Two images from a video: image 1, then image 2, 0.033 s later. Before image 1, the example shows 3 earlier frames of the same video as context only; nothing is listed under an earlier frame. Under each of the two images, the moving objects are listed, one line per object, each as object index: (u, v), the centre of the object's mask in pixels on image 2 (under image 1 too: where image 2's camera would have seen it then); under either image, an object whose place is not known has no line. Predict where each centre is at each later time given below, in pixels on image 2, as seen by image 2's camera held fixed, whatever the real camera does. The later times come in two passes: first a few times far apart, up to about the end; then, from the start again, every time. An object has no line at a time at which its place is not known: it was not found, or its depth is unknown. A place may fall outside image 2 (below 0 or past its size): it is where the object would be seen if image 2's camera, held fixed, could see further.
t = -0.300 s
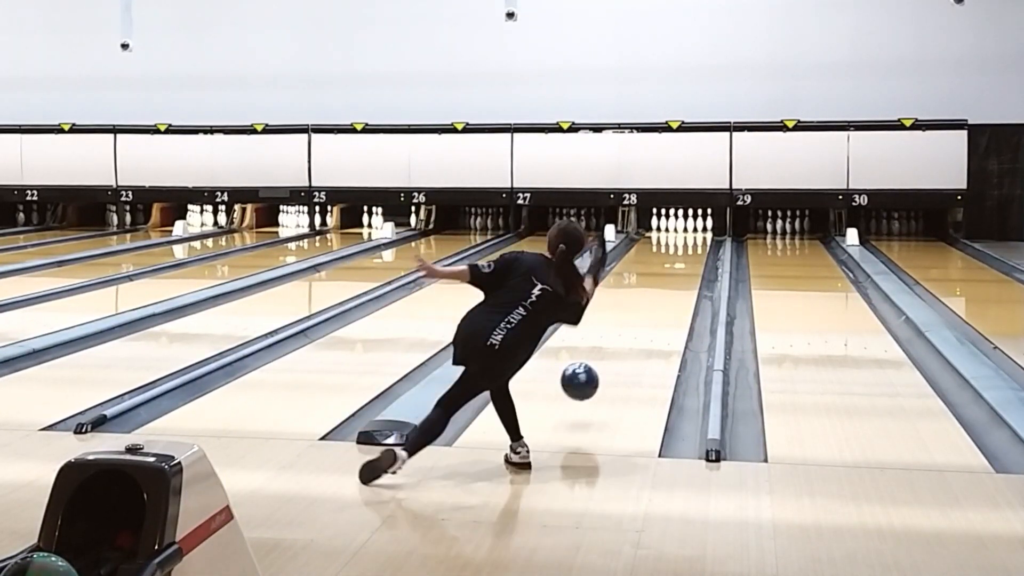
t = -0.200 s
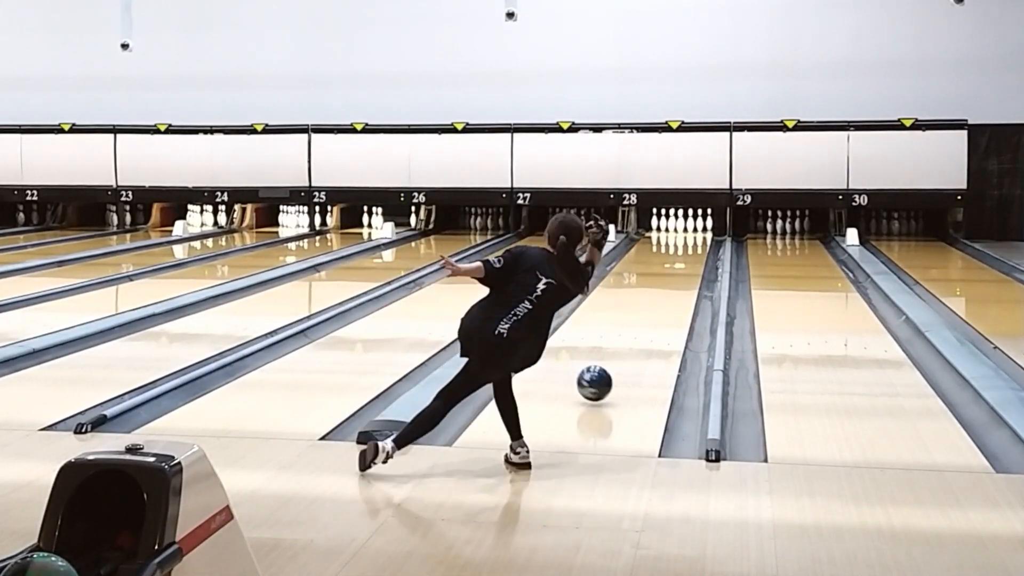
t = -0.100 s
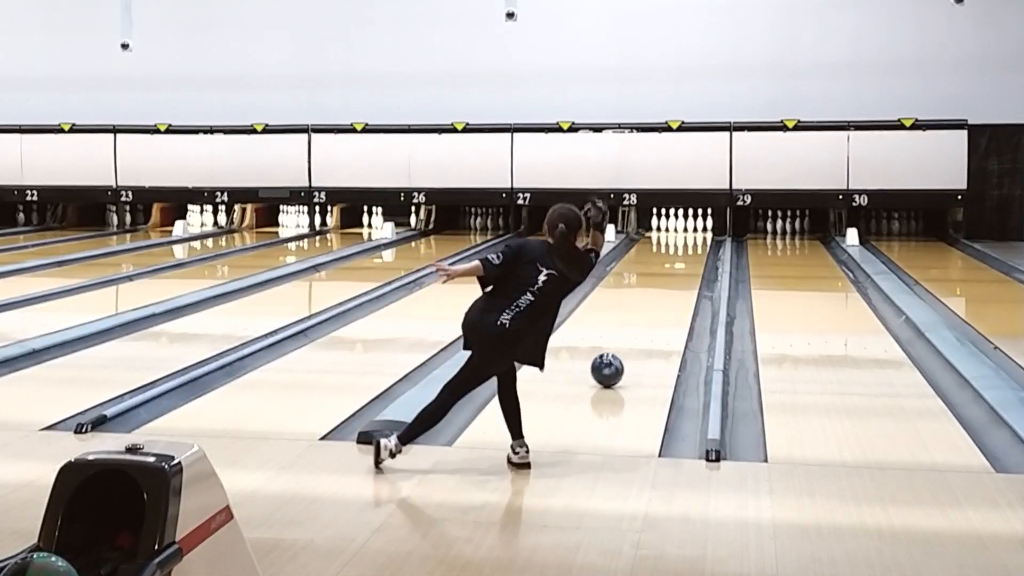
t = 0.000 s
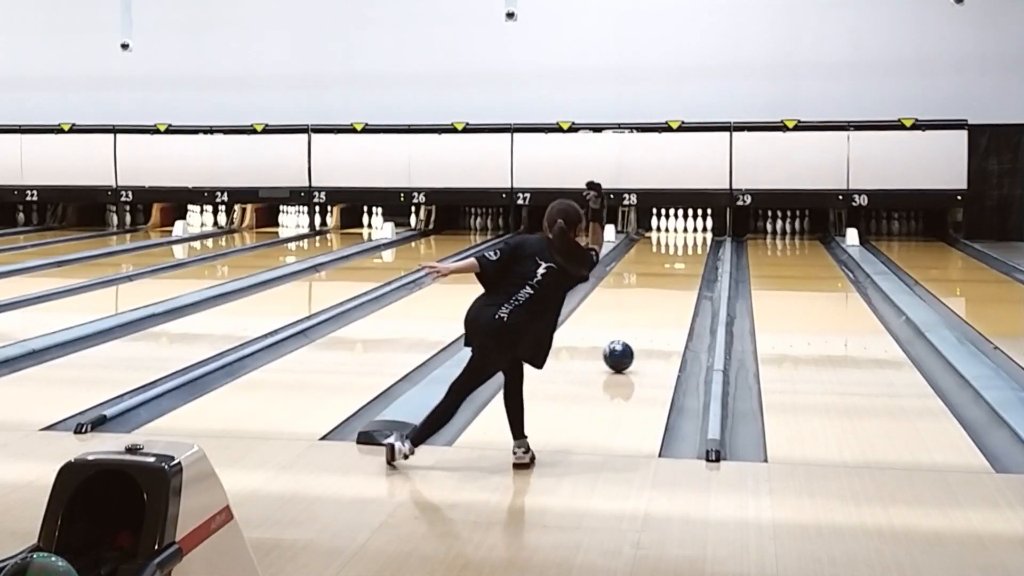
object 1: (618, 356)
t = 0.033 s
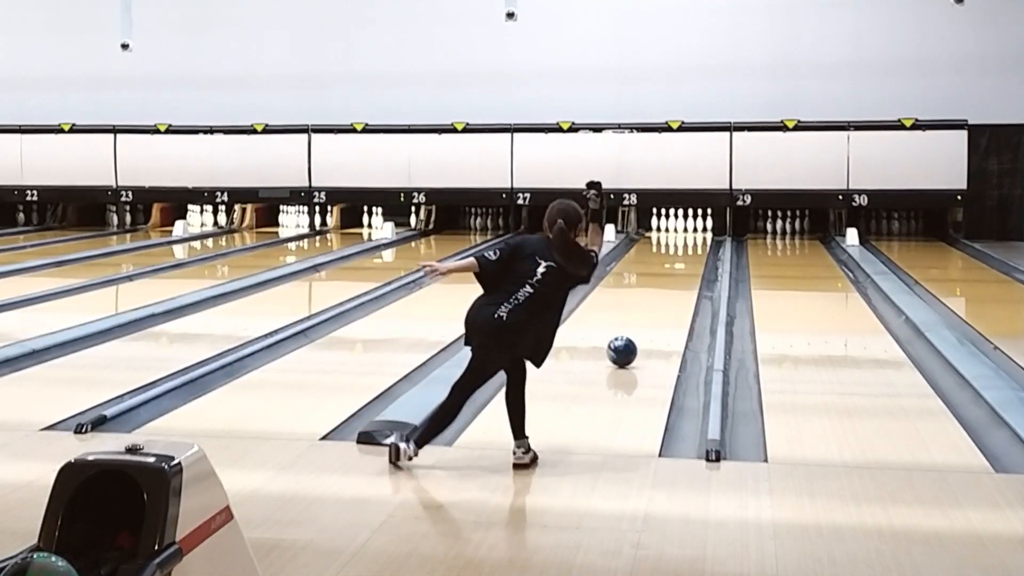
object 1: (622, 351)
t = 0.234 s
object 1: (639, 329)
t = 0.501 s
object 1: (657, 306)
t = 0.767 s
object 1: (670, 287)
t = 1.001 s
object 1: (679, 273)
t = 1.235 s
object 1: (685, 263)
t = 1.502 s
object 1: (691, 253)
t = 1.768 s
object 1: (694, 244)
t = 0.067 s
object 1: (625, 347)
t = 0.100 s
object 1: (628, 343)
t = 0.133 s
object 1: (631, 340)
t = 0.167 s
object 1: (634, 336)
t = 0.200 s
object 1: (637, 332)
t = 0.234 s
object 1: (639, 329)
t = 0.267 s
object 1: (642, 325)
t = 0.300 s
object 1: (644, 322)
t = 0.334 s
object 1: (646, 319)
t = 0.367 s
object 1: (649, 316)
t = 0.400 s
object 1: (651, 314)
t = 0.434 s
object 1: (653, 311)
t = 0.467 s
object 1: (655, 308)
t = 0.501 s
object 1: (657, 306)
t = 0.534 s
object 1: (659, 303)
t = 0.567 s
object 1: (660, 300)
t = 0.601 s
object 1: (662, 298)
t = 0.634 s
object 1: (664, 296)
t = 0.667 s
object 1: (666, 293)
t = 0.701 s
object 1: (667, 291)
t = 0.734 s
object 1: (668, 289)
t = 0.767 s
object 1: (670, 287)
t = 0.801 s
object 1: (671, 285)
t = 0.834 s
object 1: (673, 283)
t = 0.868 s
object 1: (674, 281)
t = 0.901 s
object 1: (675, 279)
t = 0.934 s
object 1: (676, 277)
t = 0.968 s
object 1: (678, 276)
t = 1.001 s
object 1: (679, 273)
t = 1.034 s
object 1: (680, 272)
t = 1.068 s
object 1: (681, 271)
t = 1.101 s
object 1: (682, 269)
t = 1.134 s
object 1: (683, 267)
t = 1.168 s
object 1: (684, 266)
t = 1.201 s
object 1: (684, 264)
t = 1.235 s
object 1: (685, 263)
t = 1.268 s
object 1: (686, 262)
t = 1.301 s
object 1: (687, 260)
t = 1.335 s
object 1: (688, 259)
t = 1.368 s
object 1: (688, 258)
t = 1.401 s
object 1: (689, 256)
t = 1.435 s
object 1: (690, 255)
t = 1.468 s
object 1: (691, 254)
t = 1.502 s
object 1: (691, 253)
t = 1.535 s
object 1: (692, 251)
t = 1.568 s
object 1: (692, 250)
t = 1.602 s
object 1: (693, 249)
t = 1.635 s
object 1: (693, 248)
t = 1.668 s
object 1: (693, 247)
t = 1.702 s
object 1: (693, 246)
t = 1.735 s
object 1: (694, 245)
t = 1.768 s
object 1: (694, 244)
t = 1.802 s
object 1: (694, 243)
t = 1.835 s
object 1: (694, 242)
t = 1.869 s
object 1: (693, 242)
